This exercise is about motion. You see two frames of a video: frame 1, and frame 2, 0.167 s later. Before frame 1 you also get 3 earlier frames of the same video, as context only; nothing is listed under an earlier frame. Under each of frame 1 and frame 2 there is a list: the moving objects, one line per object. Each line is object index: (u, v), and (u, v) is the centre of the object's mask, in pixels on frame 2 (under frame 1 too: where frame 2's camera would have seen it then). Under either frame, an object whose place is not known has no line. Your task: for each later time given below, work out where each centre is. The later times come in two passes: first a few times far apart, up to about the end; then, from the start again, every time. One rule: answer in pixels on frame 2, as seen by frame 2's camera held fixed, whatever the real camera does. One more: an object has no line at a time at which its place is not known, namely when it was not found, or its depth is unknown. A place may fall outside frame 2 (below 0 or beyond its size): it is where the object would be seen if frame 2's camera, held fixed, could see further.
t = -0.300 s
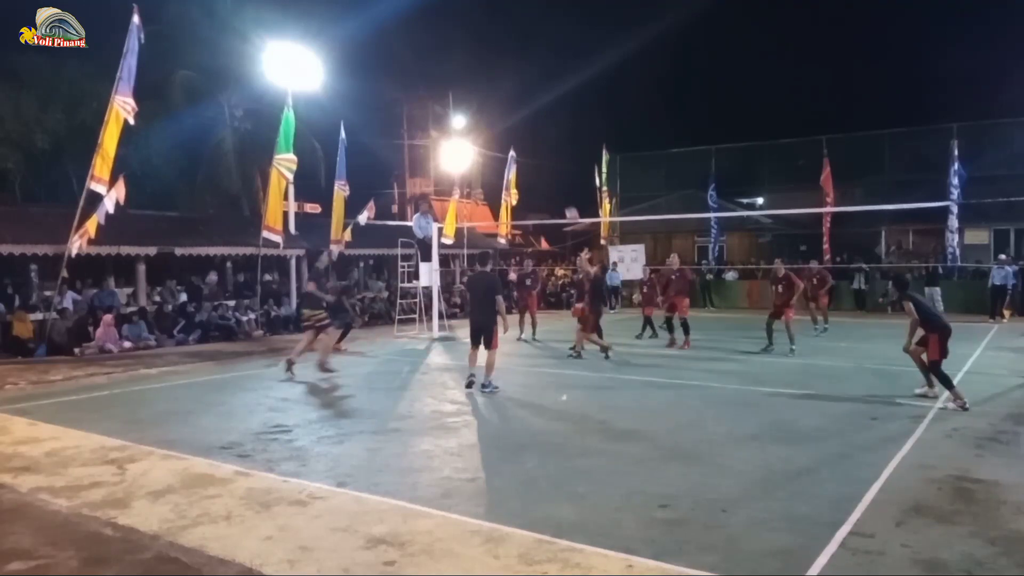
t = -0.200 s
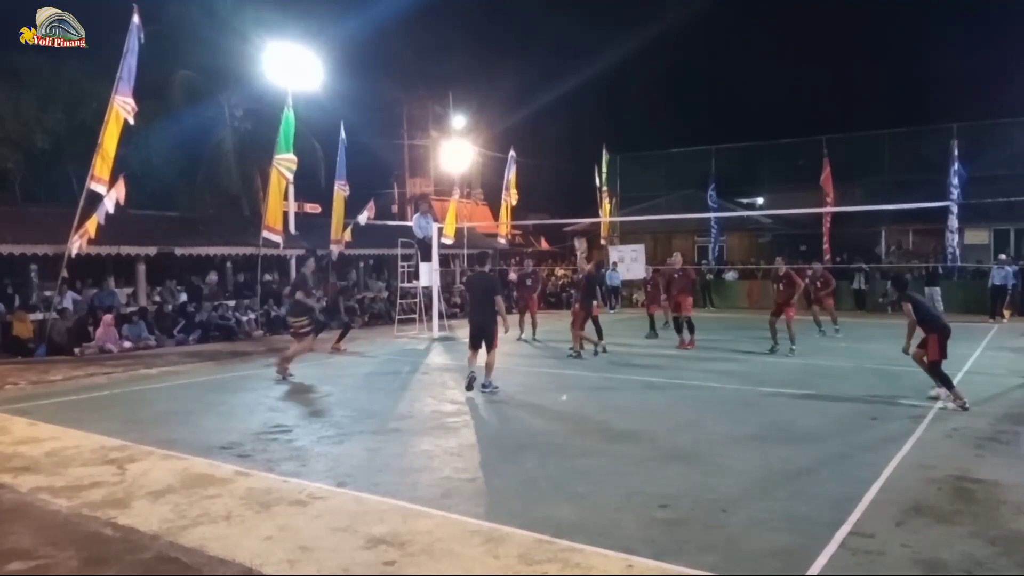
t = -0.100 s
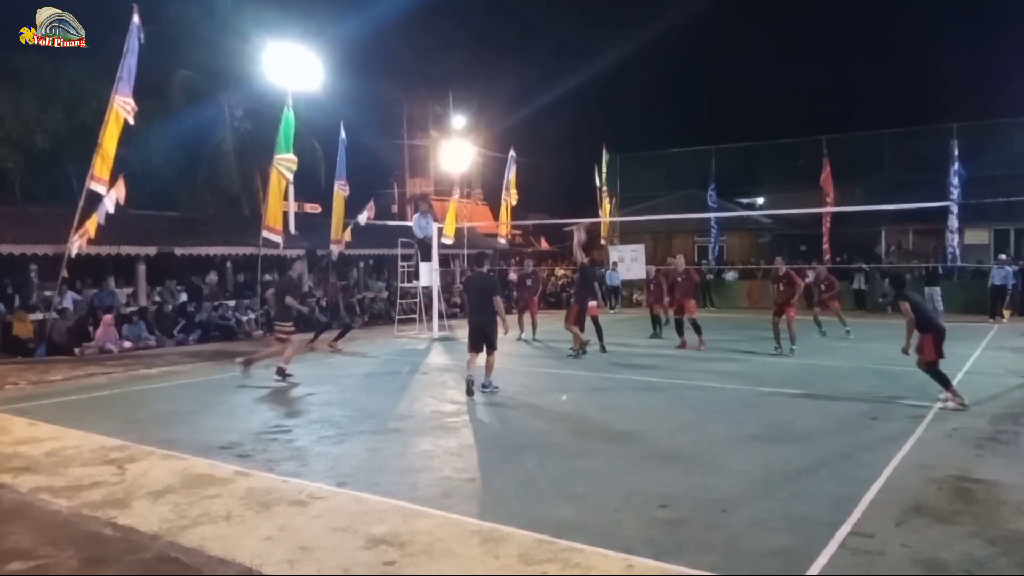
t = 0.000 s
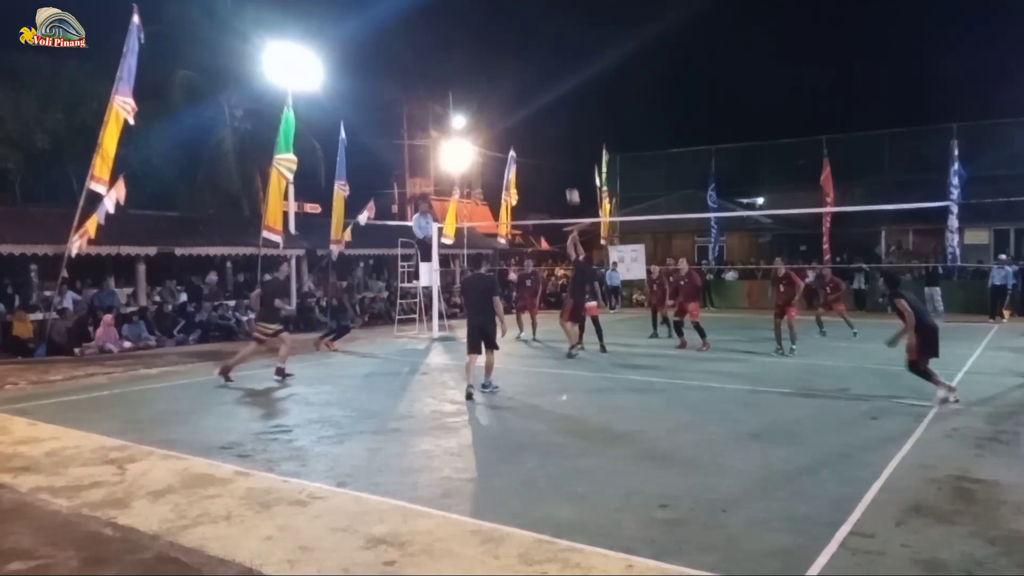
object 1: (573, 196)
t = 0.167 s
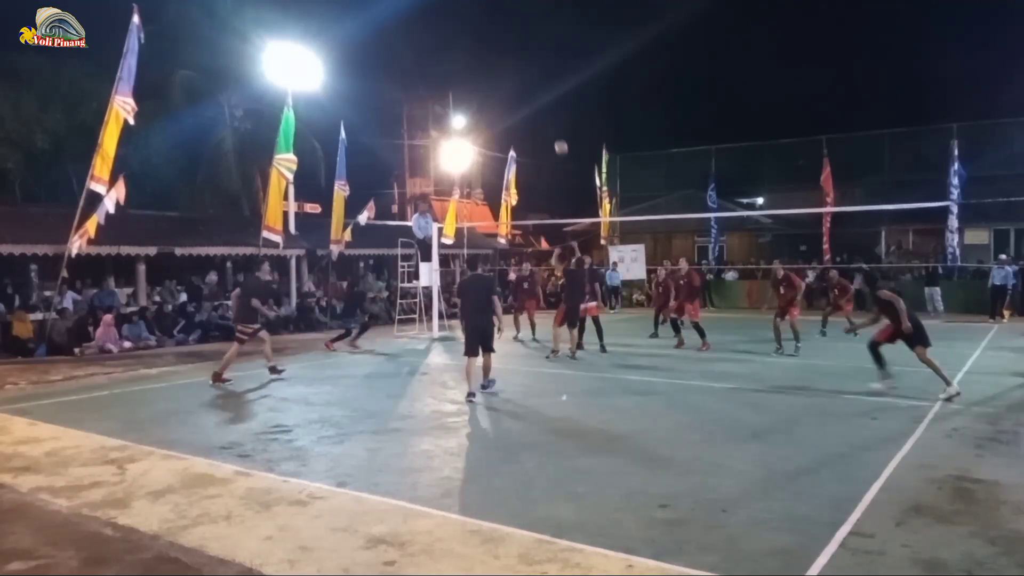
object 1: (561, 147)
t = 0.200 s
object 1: (559, 140)
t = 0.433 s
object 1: (544, 105)
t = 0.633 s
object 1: (533, 101)
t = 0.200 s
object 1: (559, 140)
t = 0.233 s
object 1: (557, 133)
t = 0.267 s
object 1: (555, 127)
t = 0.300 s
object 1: (553, 121)
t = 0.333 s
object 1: (550, 116)
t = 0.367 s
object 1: (548, 112)
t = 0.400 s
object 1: (546, 108)
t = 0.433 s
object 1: (544, 105)
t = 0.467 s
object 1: (542, 103)
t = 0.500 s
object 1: (540, 101)
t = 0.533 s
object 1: (538, 100)
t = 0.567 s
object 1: (536, 100)
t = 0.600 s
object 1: (535, 100)
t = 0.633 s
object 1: (533, 101)
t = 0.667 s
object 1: (531, 102)
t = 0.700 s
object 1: (529, 104)
